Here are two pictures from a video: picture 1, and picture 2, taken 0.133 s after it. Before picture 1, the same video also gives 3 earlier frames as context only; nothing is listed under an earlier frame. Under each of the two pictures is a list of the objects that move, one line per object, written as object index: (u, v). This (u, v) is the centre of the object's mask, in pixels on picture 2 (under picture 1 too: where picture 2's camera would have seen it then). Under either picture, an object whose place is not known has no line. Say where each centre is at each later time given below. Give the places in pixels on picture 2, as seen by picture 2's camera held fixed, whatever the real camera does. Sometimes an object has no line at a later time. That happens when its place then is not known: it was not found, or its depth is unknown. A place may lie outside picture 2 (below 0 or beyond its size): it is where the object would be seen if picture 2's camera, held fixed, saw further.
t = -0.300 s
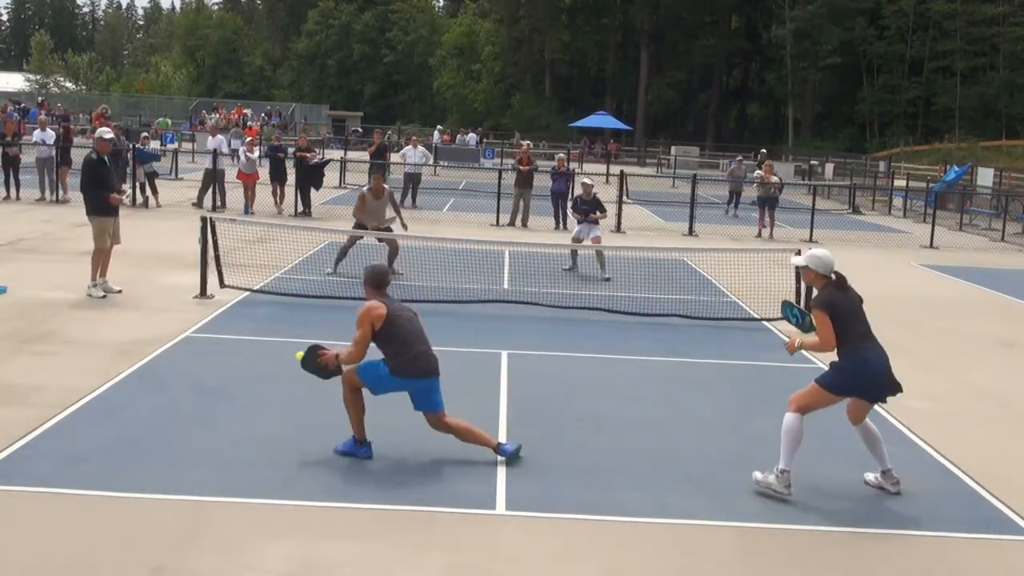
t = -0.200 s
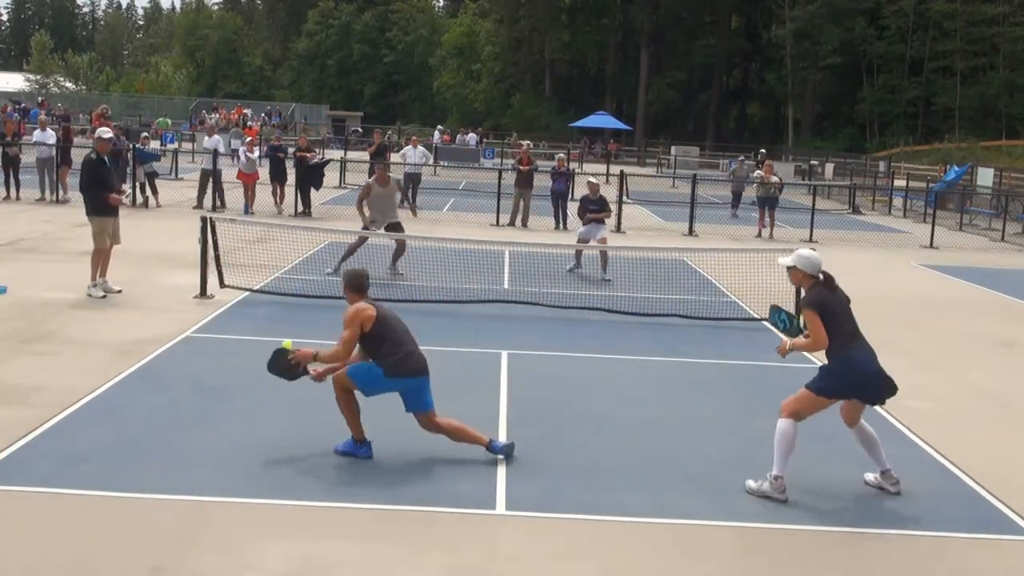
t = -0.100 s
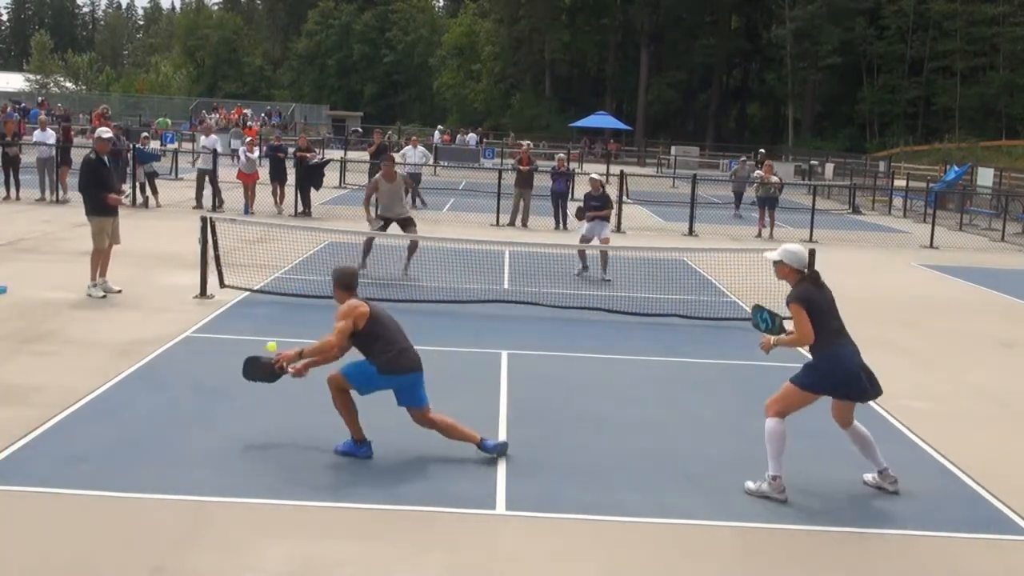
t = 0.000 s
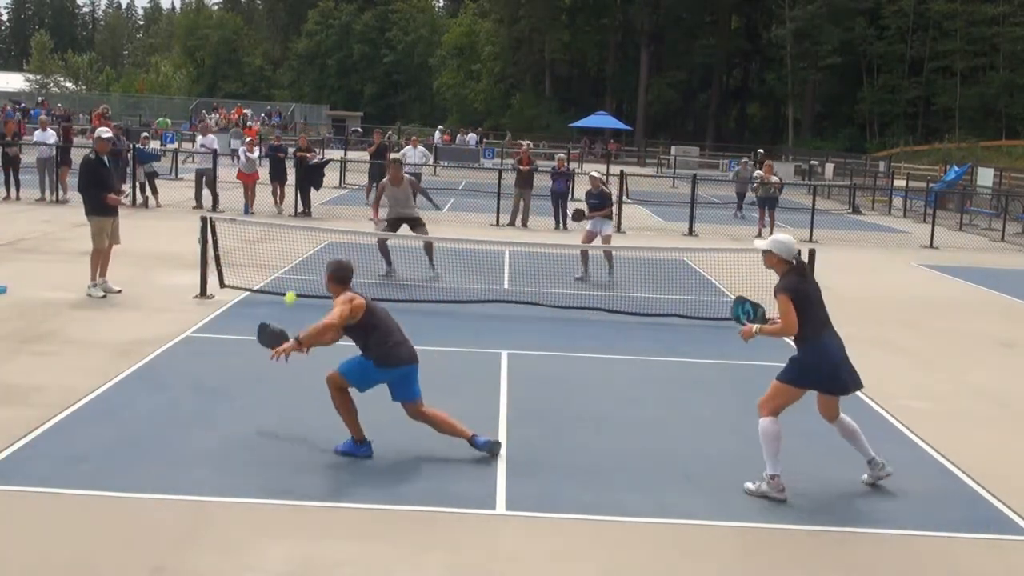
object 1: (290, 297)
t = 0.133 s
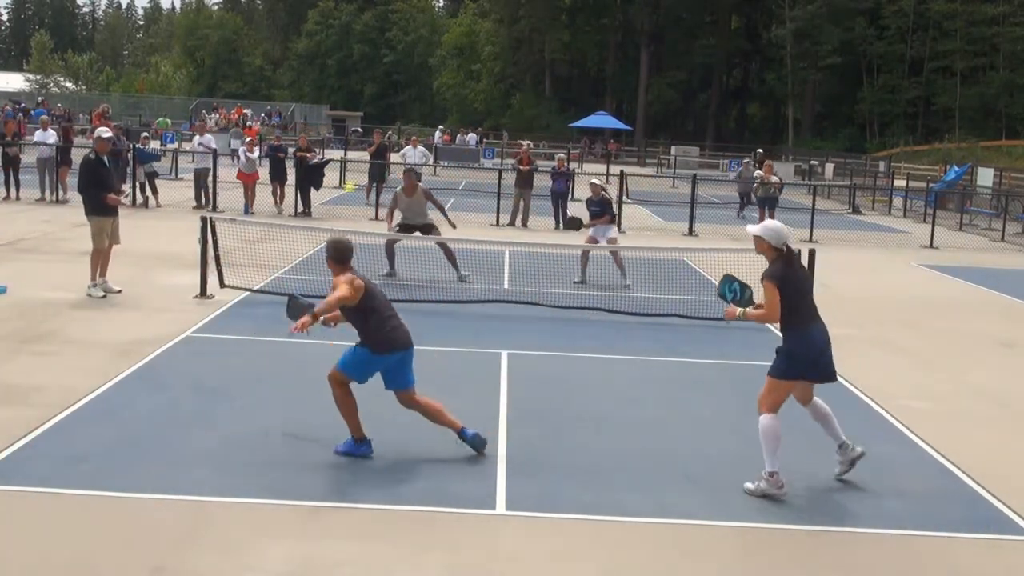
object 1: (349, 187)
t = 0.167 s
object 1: (362, 167)
